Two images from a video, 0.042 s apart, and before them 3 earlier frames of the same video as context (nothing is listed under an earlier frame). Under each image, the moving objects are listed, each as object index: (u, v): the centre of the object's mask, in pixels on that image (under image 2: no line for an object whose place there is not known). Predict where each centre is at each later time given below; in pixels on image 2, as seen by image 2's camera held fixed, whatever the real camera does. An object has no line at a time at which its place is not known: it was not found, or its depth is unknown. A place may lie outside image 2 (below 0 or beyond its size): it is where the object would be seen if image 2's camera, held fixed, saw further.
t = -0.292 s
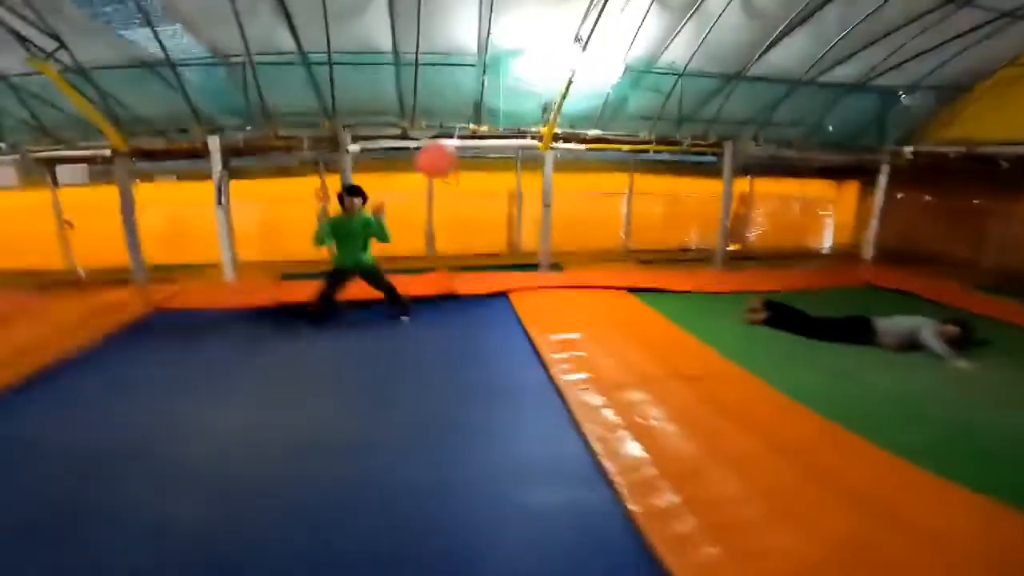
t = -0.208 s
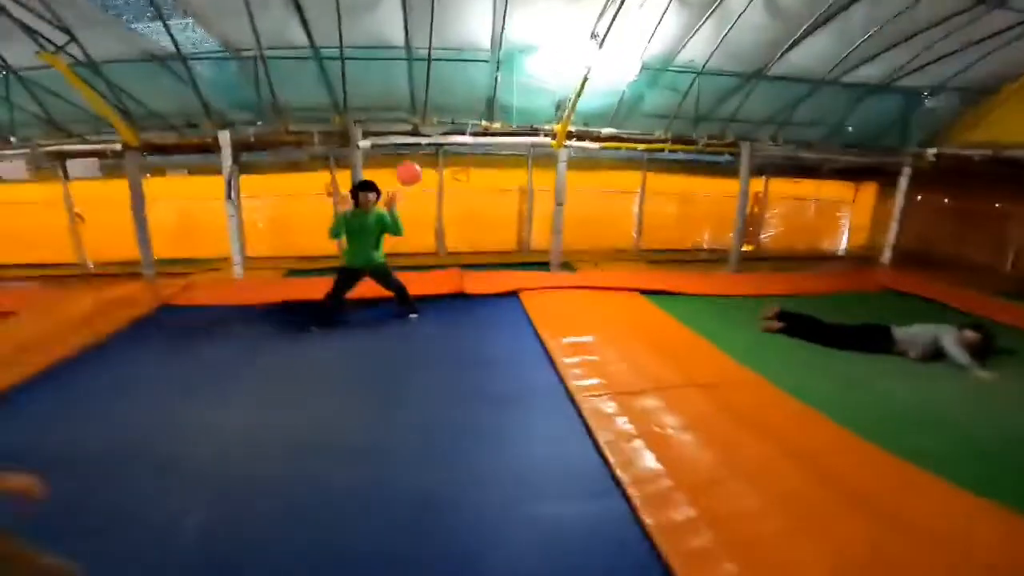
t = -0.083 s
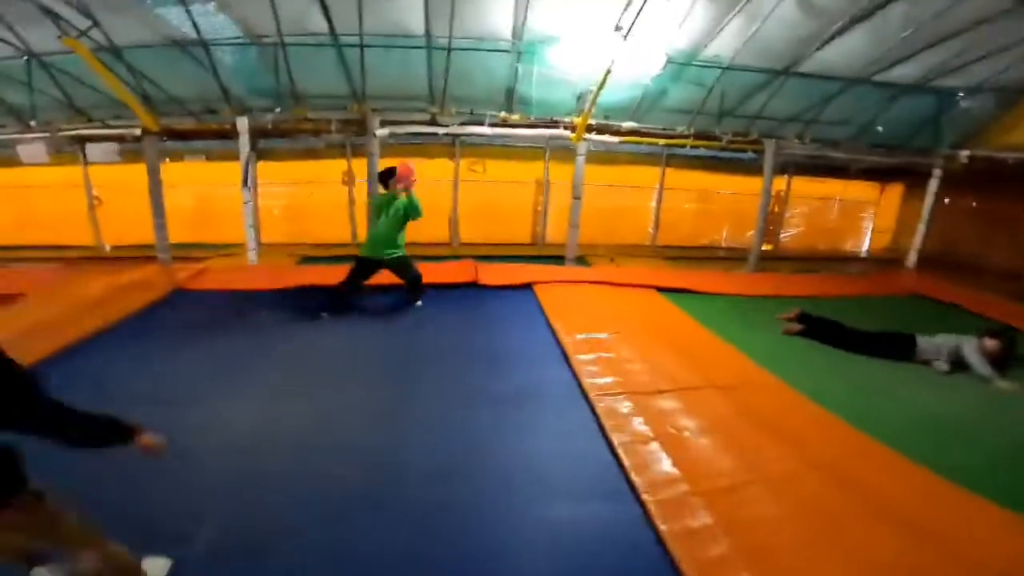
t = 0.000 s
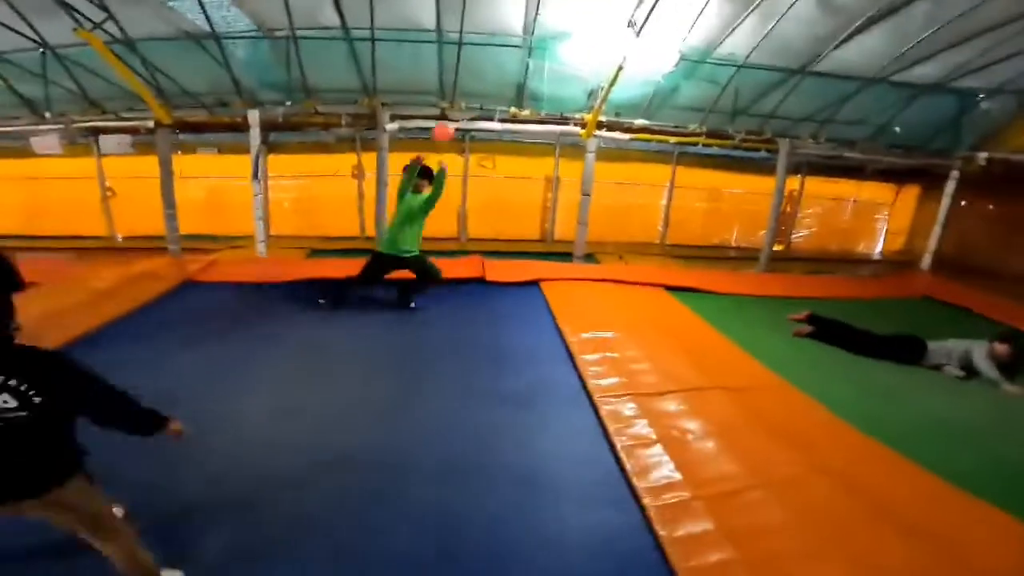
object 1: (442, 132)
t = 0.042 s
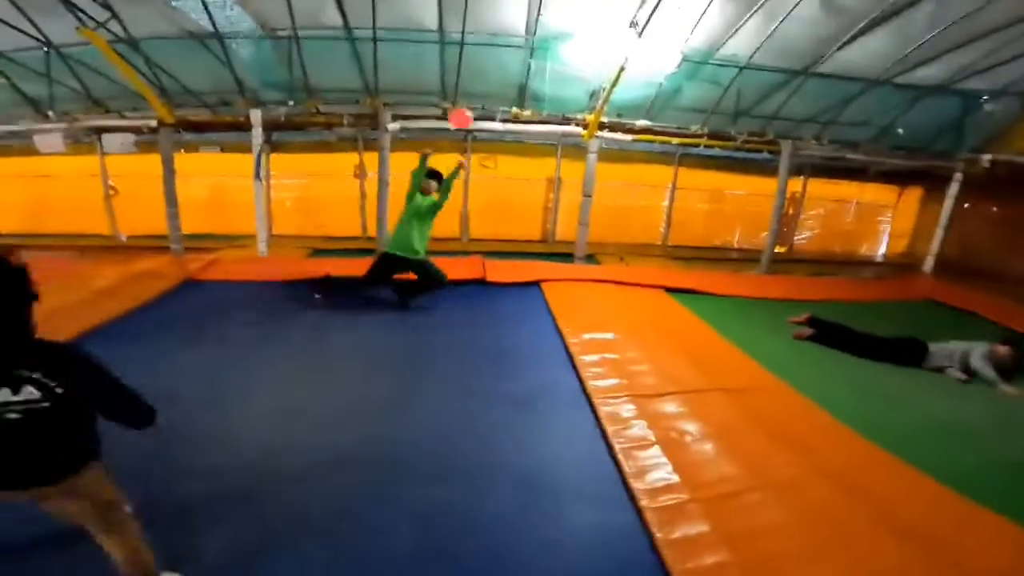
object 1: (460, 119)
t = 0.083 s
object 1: (477, 106)
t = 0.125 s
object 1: (494, 98)
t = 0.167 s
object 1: (512, 90)
